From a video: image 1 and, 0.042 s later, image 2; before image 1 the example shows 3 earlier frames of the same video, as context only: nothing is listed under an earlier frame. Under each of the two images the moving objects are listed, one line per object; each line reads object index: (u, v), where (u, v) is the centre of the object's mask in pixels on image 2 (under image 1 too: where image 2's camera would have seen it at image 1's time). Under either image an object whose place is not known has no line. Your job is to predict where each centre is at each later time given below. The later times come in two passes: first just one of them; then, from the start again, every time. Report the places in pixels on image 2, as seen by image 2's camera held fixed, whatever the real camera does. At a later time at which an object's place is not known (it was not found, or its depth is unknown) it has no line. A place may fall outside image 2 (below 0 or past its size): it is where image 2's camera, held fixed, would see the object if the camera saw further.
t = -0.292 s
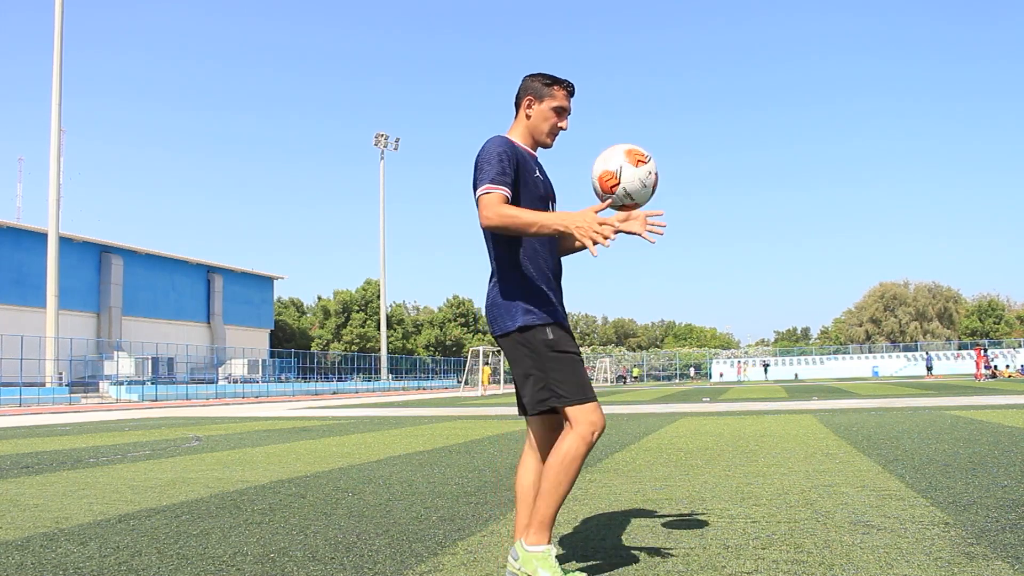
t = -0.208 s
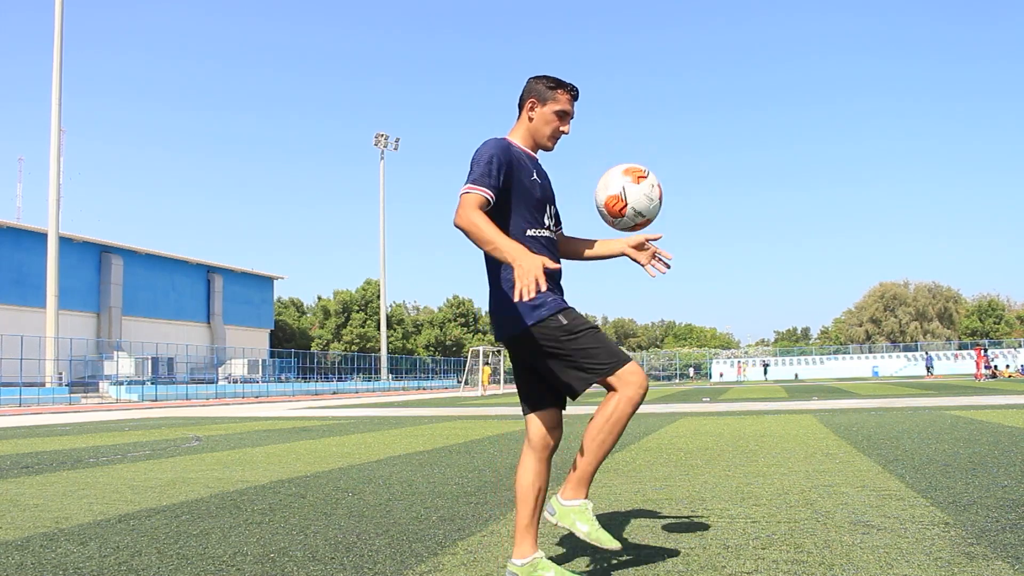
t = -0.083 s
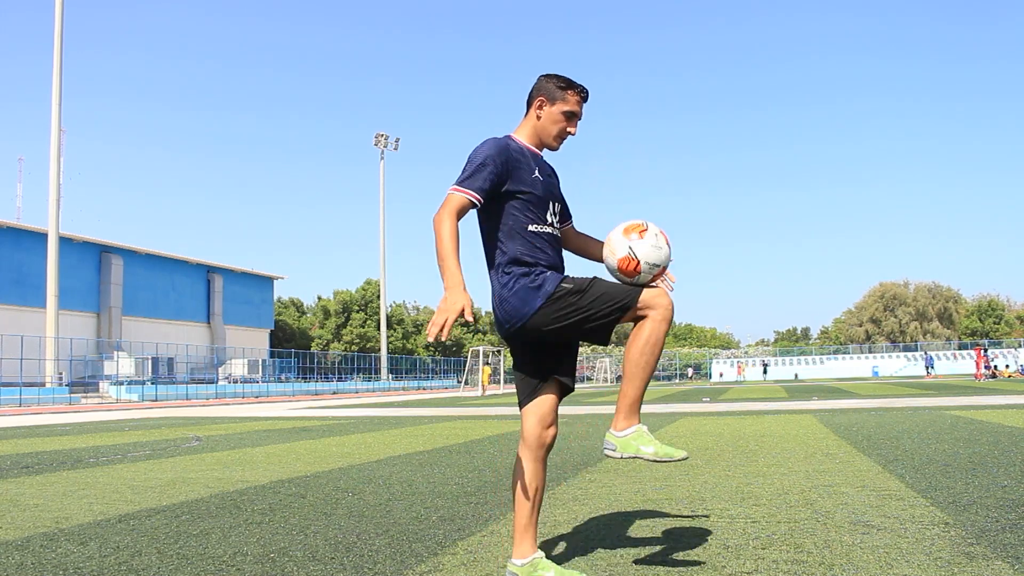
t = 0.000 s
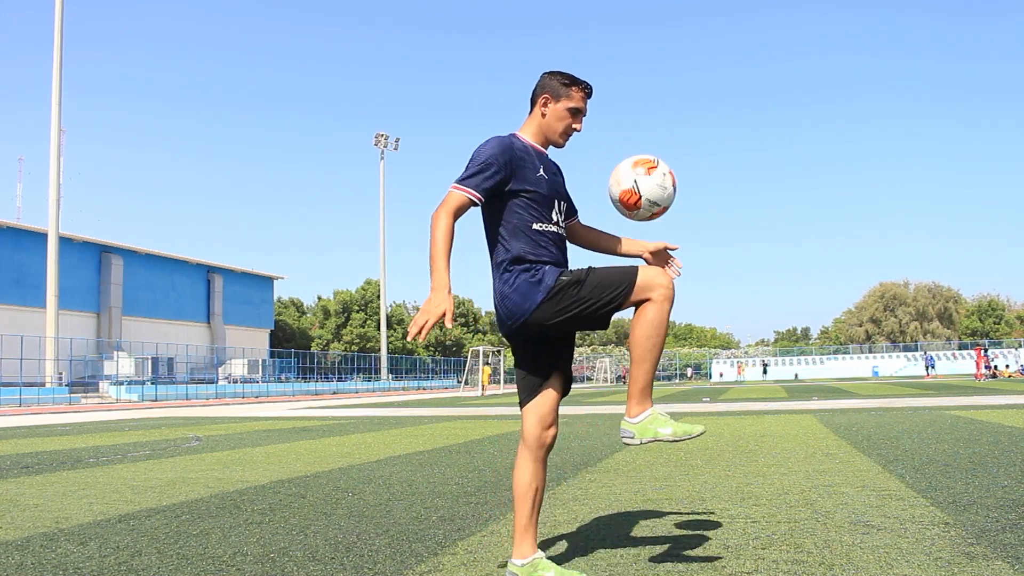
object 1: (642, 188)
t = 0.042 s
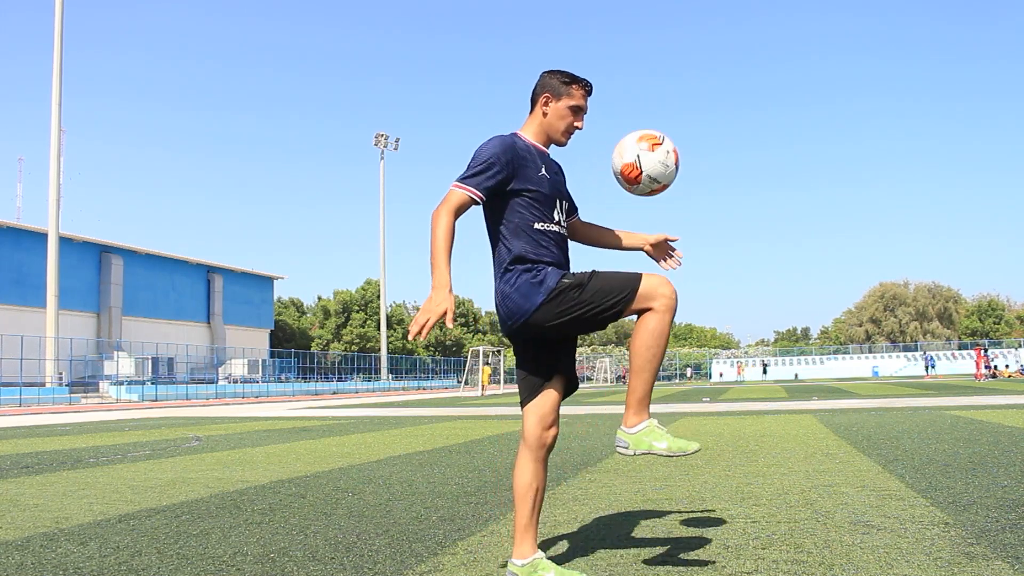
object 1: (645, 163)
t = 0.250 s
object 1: (665, 112)
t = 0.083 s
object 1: (649, 143)
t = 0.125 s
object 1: (652, 128)
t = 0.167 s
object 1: (656, 118)
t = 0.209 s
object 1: (661, 113)
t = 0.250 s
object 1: (665, 112)
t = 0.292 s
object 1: (670, 117)
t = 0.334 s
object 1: (675, 127)
